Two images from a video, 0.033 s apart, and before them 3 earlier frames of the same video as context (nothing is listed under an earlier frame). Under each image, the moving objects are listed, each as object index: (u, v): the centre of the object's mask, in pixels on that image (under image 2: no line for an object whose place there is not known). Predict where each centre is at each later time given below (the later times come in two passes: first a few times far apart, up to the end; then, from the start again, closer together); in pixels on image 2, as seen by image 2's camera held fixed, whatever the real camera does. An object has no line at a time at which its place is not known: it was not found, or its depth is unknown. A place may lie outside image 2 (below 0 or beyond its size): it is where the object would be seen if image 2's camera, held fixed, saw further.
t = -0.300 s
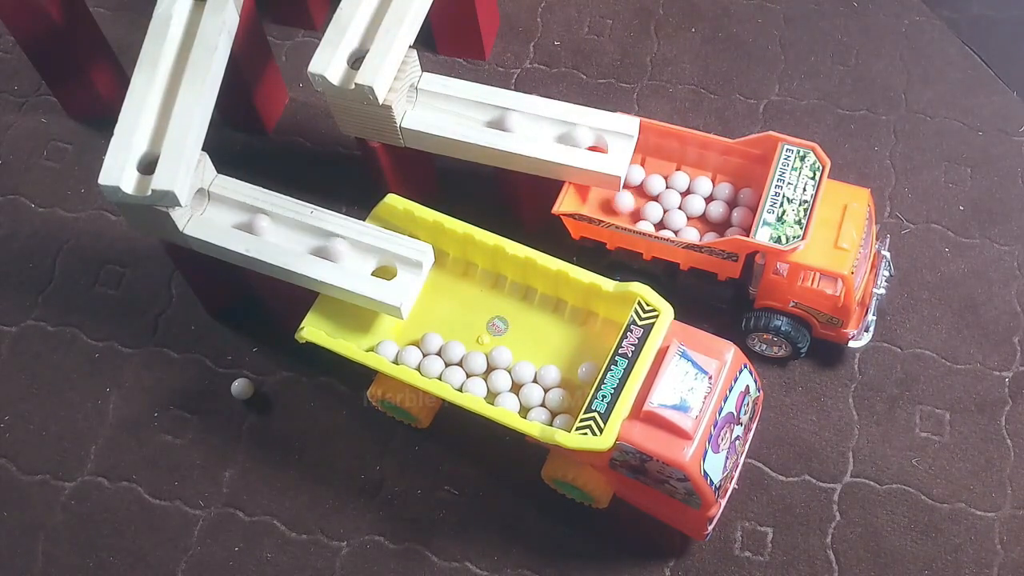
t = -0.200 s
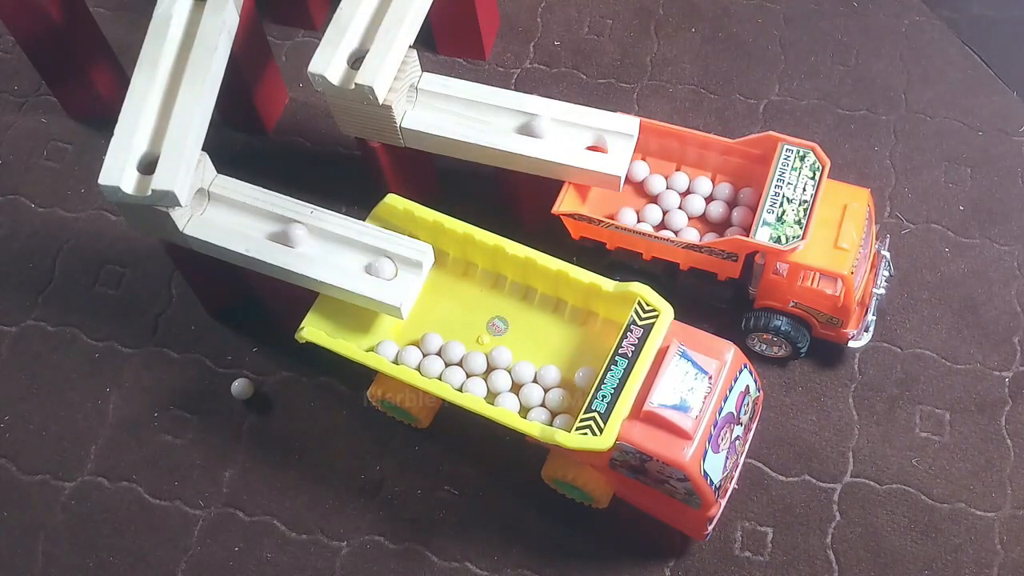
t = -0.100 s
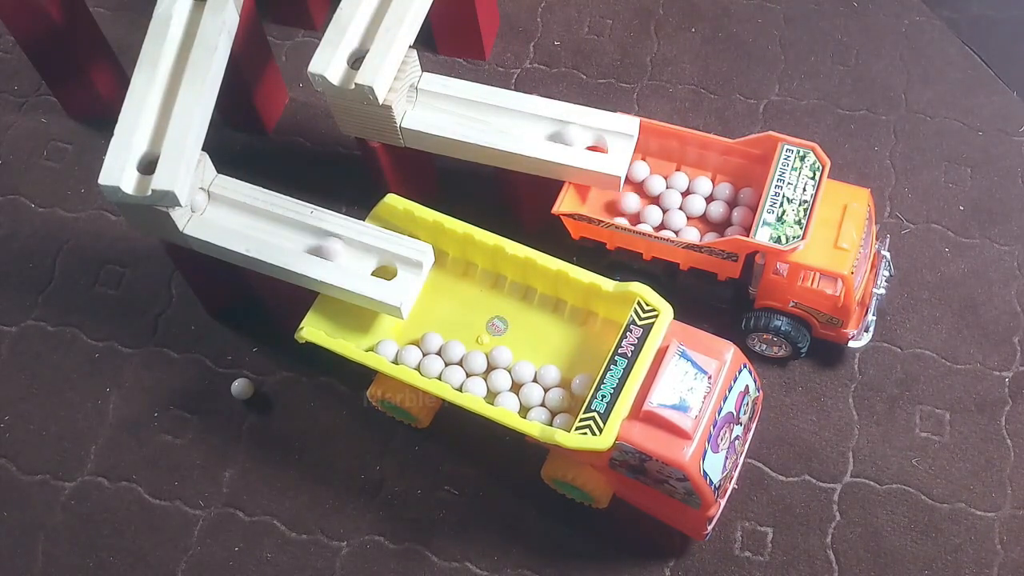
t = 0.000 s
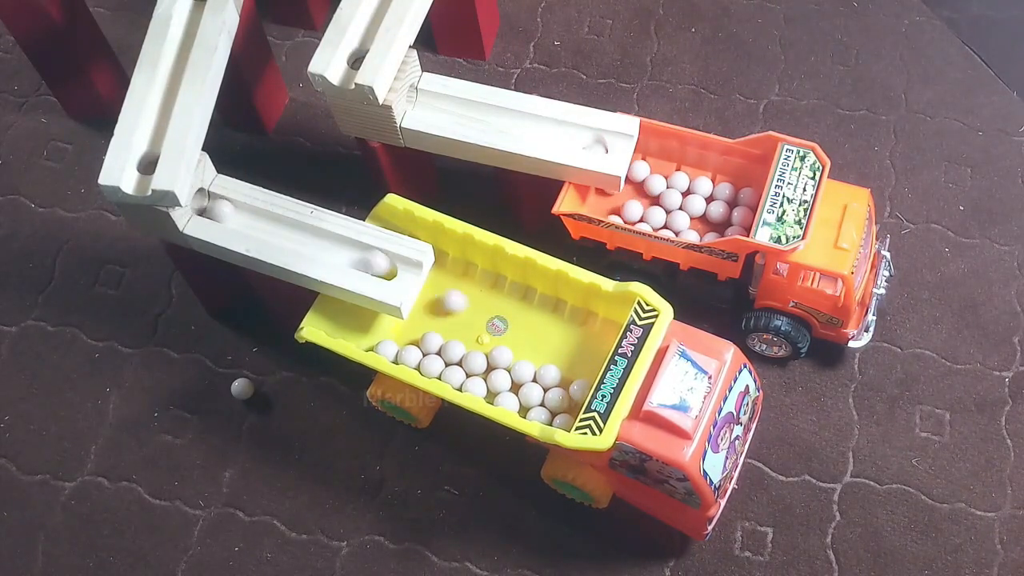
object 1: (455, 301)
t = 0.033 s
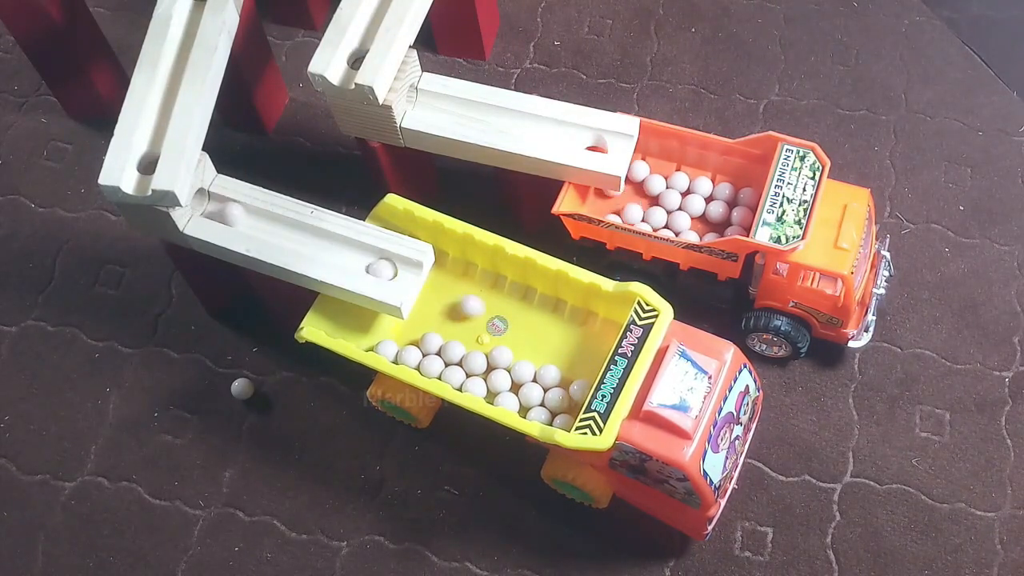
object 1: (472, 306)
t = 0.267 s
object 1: (578, 343)
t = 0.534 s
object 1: (580, 350)
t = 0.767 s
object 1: (561, 356)
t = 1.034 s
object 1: (588, 364)
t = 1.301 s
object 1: (589, 367)
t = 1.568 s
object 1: (589, 368)
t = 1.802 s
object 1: (588, 368)
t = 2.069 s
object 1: (588, 368)
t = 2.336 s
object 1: (588, 368)
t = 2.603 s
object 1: (588, 368)
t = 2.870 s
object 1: (588, 368)
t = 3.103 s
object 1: (589, 364)
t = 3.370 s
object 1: (586, 360)
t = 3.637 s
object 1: (574, 360)
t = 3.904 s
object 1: (571, 367)
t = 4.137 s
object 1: (569, 362)
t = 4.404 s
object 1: (569, 361)
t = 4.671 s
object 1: (569, 361)
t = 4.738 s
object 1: (569, 360)
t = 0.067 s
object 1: (487, 310)
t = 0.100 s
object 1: (503, 316)
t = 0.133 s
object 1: (519, 321)
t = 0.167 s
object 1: (534, 326)
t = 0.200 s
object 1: (549, 333)
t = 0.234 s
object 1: (565, 339)
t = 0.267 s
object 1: (578, 343)
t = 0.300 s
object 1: (594, 351)
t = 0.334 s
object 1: (595, 351)
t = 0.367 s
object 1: (593, 351)
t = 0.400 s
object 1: (589, 350)
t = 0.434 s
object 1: (587, 349)
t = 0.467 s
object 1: (585, 349)
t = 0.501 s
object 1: (583, 349)
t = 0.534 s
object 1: (580, 350)
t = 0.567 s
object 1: (577, 351)
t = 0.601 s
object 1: (575, 352)
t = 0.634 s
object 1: (572, 354)
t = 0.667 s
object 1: (569, 355)
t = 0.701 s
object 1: (566, 356)
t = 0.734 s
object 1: (563, 357)
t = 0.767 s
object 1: (561, 356)
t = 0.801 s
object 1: (565, 358)
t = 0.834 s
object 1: (568, 359)
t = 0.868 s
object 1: (571, 359)
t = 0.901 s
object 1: (575, 359)
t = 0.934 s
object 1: (578, 360)
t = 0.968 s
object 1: (581, 361)
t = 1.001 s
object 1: (584, 362)
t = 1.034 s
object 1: (588, 364)
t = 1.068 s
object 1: (590, 364)
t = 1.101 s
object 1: (592, 365)
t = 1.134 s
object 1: (591, 365)
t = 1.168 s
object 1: (591, 365)
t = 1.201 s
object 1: (591, 365)
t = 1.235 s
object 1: (590, 366)
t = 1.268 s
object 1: (589, 367)
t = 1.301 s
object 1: (589, 367)
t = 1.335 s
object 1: (588, 368)
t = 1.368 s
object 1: (589, 368)
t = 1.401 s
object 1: (589, 368)
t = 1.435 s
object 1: (589, 368)
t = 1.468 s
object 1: (588, 368)
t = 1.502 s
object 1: (589, 368)
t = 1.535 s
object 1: (588, 368)
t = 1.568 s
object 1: (589, 368)
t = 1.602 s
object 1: (588, 368)
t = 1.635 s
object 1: (588, 368)
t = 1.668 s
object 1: (588, 368)
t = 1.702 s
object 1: (588, 368)
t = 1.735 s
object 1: (588, 368)
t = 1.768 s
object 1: (588, 368)
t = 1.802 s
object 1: (588, 368)
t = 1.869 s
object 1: (588, 368)
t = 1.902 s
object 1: (588, 368)
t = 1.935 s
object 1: (588, 368)
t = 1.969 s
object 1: (588, 368)
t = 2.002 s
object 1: (588, 368)
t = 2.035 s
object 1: (589, 368)
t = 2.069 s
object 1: (588, 368)
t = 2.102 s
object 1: (588, 368)
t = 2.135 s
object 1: (588, 368)
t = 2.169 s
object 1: (589, 368)
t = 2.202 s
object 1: (588, 368)
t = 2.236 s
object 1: (588, 368)
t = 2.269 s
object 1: (588, 368)
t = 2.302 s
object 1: (588, 368)
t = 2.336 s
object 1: (588, 368)
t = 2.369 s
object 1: (589, 368)
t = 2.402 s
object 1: (588, 368)
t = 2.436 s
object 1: (588, 368)
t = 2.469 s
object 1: (588, 368)
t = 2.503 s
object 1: (588, 368)
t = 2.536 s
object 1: (588, 368)
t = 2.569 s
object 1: (588, 368)
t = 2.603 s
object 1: (588, 368)
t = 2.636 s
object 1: (588, 368)
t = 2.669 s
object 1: (588, 368)
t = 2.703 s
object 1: (589, 368)
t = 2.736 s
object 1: (588, 368)
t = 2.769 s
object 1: (588, 368)
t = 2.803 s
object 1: (588, 368)
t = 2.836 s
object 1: (588, 368)
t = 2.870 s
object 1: (588, 368)
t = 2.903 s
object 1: (588, 368)
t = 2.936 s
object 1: (588, 368)
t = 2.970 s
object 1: (588, 368)
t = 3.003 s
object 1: (588, 368)
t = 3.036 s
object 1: (588, 367)
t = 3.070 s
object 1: (588, 366)
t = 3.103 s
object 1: (589, 364)
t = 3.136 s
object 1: (589, 363)
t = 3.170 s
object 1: (588, 362)
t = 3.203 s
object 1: (588, 361)
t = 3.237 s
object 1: (588, 361)
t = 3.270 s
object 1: (588, 360)
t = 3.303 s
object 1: (587, 359)
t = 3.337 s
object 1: (587, 359)
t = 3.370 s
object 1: (586, 360)
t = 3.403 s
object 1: (583, 358)
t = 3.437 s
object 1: (582, 357)
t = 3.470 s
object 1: (581, 357)
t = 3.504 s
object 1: (579, 357)
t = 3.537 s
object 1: (578, 357)
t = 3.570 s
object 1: (577, 358)
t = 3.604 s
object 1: (575, 358)
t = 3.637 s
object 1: (574, 360)
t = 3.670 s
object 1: (573, 361)
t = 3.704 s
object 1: (572, 362)
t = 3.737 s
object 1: (571, 364)
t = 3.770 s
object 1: (571, 366)
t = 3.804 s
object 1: (571, 366)
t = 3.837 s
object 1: (571, 367)
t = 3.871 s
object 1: (571, 368)
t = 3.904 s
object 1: (571, 367)
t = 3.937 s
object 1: (571, 366)
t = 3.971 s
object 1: (571, 364)
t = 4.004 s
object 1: (570, 363)
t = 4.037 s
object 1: (570, 363)
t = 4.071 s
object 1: (569, 363)
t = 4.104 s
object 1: (569, 362)
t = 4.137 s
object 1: (569, 362)
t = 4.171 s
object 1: (569, 362)
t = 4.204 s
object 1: (569, 361)
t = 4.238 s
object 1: (569, 361)
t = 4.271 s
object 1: (569, 361)
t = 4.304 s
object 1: (569, 361)
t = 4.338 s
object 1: (569, 361)
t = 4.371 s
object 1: (569, 361)
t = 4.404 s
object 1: (569, 361)
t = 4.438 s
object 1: (569, 361)
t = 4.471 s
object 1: (569, 361)
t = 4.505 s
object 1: (569, 361)
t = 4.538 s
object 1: (569, 361)
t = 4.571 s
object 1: (569, 361)
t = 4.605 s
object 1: (569, 361)
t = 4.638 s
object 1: (569, 361)
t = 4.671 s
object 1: (569, 361)
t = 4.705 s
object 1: (569, 360)
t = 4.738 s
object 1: (569, 360)
